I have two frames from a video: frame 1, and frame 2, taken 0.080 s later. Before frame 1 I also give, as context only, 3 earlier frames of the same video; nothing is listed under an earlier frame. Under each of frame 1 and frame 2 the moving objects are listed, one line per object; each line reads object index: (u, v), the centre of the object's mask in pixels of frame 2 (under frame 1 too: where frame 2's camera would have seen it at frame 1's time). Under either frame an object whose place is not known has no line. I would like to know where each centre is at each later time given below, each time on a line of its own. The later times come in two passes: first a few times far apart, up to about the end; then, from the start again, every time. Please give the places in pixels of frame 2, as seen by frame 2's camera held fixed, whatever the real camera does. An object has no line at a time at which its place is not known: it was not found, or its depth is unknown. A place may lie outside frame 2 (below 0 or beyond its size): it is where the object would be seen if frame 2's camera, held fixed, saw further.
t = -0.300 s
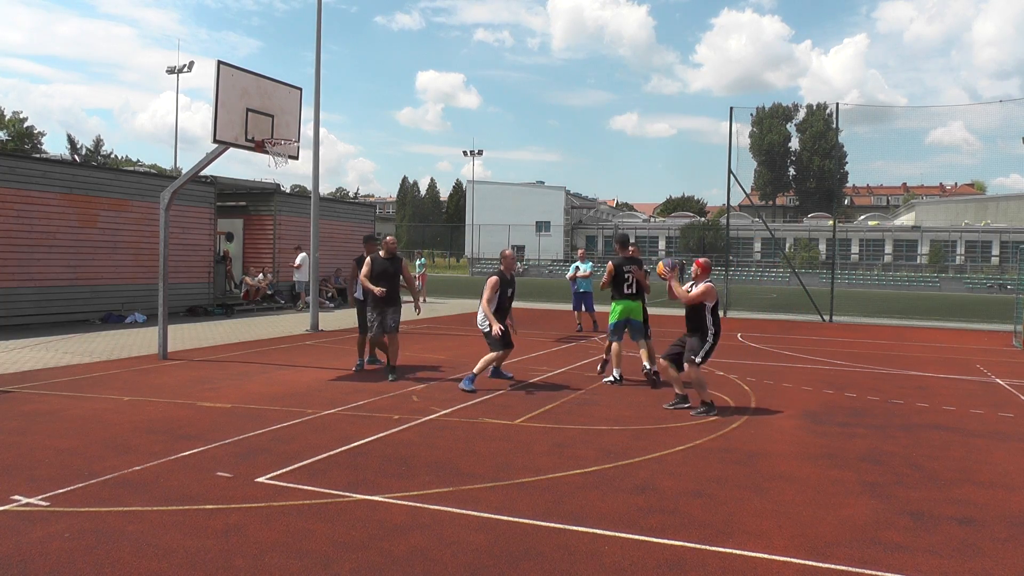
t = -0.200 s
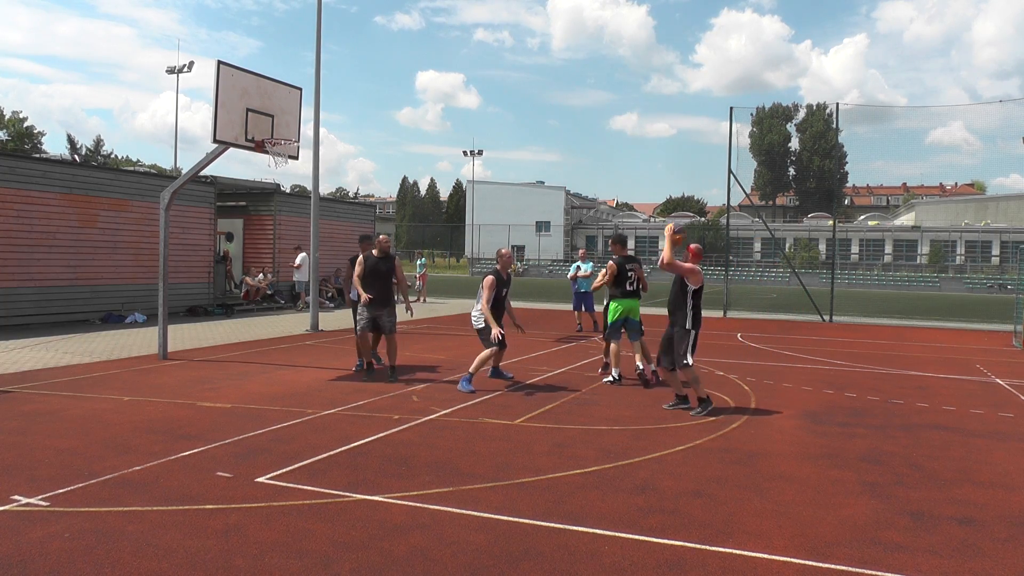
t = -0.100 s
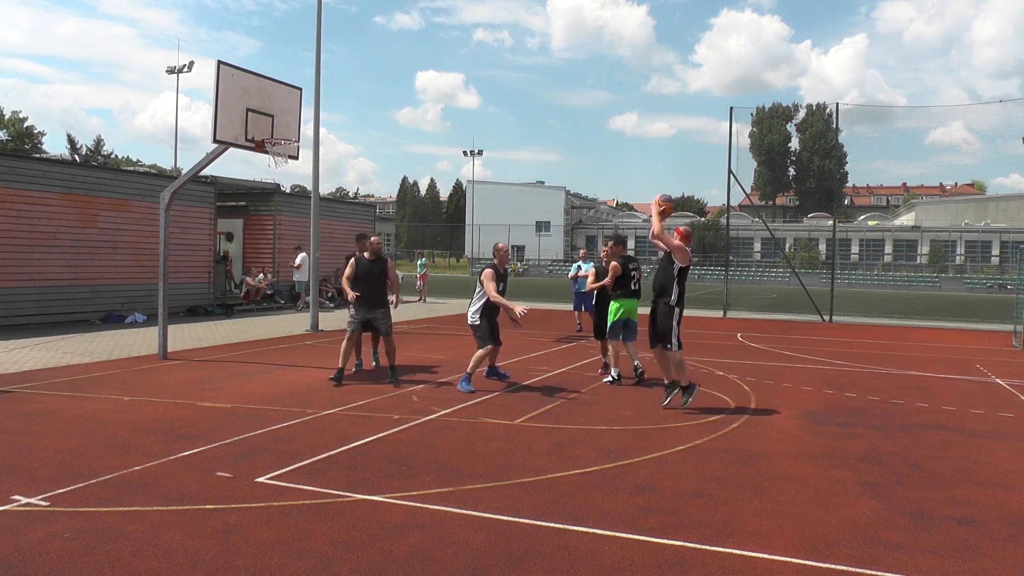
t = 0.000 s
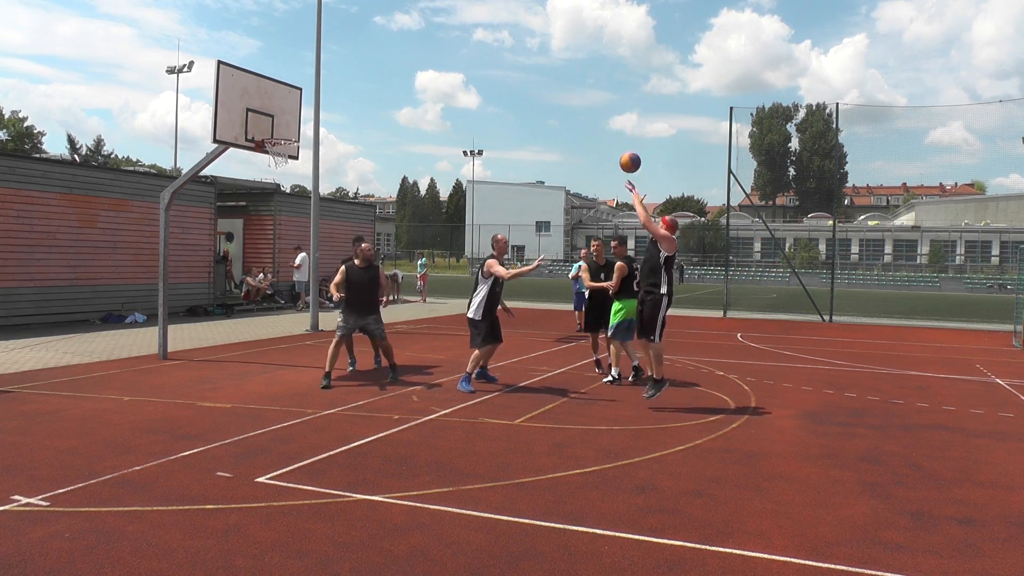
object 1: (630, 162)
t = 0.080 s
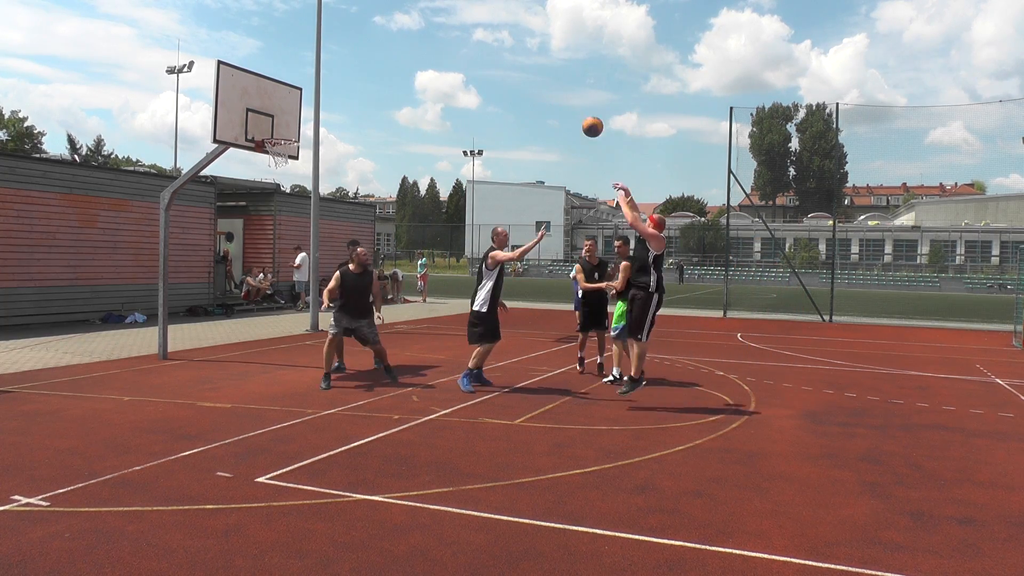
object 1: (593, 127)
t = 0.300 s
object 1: (498, 63)
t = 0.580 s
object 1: (392, 42)
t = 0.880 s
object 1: (292, 81)
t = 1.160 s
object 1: (294, 127)
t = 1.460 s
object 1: (373, 158)
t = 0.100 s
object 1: (584, 119)
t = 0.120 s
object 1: (574, 112)
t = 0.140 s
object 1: (565, 105)
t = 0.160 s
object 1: (557, 98)
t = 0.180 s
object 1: (548, 92)
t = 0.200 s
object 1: (539, 86)
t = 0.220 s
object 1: (531, 81)
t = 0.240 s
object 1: (523, 76)
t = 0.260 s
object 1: (514, 71)
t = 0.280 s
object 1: (506, 67)
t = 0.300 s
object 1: (498, 63)
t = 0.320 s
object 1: (490, 59)
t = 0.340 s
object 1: (482, 56)
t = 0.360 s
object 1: (474, 53)
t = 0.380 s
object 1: (466, 50)
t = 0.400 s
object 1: (458, 48)
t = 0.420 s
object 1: (450, 46)
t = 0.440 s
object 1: (443, 45)
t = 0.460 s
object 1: (435, 43)
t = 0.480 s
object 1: (428, 42)
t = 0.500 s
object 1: (420, 42)
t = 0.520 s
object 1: (413, 41)
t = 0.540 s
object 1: (406, 41)
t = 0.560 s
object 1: (399, 41)
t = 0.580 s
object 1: (392, 42)
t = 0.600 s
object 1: (384, 42)
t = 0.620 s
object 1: (378, 43)
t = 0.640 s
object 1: (370, 44)
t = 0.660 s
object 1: (364, 46)
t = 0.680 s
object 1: (357, 48)
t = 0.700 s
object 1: (350, 50)
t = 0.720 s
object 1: (344, 53)
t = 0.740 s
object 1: (337, 56)
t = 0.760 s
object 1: (330, 58)
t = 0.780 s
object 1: (324, 61)
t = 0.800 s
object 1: (317, 65)
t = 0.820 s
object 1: (311, 69)
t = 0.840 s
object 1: (305, 73)
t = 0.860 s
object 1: (299, 77)
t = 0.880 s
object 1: (292, 81)
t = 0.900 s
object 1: (286, 86)
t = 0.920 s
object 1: (280, 91)
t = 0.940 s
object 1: (274, 97)
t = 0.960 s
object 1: (268, 102)
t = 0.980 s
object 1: (262, 108)
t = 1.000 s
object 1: (257, 114)
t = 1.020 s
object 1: (260, 118)
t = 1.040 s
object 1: (264, 123)
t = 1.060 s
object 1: (268, 128)
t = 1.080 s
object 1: (272, 130)
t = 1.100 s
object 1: (278, 129)
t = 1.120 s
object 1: (283, 128)
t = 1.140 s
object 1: (289, 128)
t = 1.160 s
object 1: (294, 127)
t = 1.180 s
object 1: (299, 127)
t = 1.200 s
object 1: (304, 127)
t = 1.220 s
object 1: (309, 128)
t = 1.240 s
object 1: (315, 128)
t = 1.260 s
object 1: (320, 129)
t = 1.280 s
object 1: (325, 131)
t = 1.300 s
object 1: (331, 132)
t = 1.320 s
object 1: (336, 135)
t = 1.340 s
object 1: (341, 137)
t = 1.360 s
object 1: (346, 139)
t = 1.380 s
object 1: (352, 143)
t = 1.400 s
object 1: (357, 146)
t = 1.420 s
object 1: (362, 149)
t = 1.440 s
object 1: (367, 153)
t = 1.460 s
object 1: (373, 158)
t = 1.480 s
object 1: (378, 162)
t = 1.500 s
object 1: (383, 167)
